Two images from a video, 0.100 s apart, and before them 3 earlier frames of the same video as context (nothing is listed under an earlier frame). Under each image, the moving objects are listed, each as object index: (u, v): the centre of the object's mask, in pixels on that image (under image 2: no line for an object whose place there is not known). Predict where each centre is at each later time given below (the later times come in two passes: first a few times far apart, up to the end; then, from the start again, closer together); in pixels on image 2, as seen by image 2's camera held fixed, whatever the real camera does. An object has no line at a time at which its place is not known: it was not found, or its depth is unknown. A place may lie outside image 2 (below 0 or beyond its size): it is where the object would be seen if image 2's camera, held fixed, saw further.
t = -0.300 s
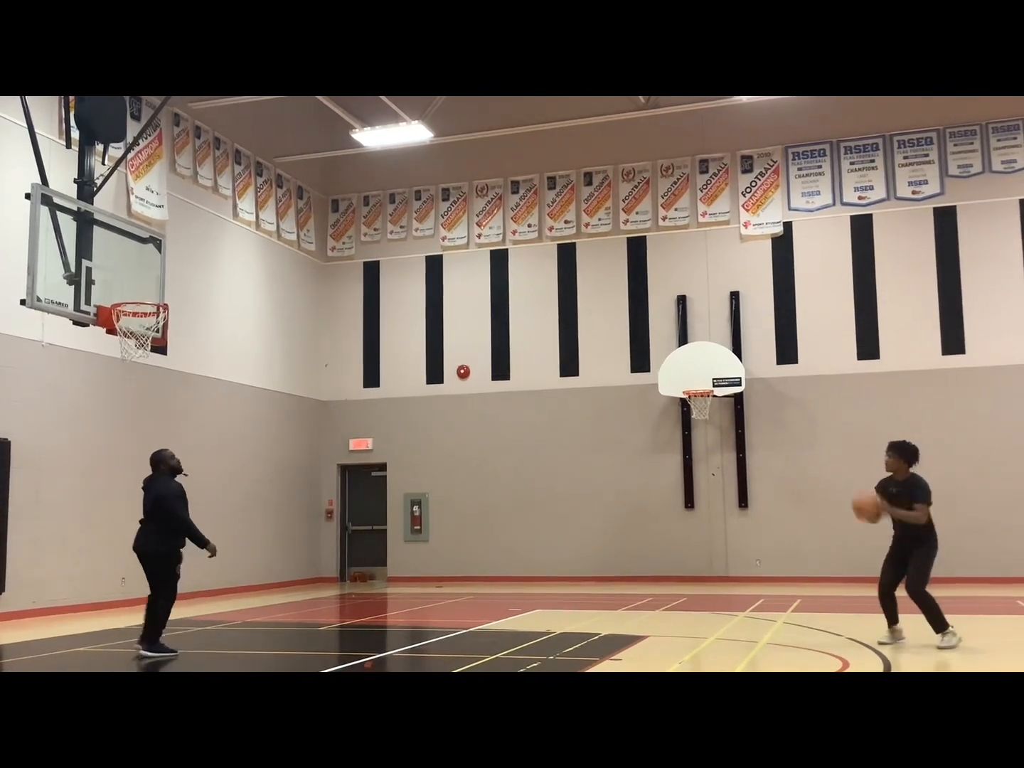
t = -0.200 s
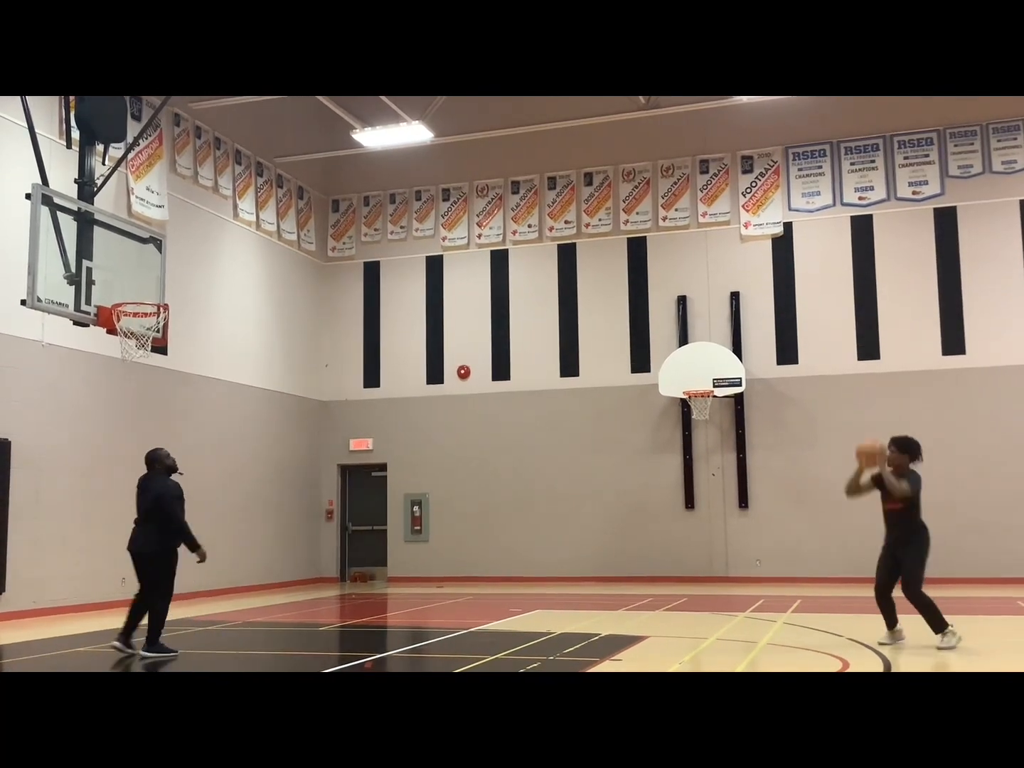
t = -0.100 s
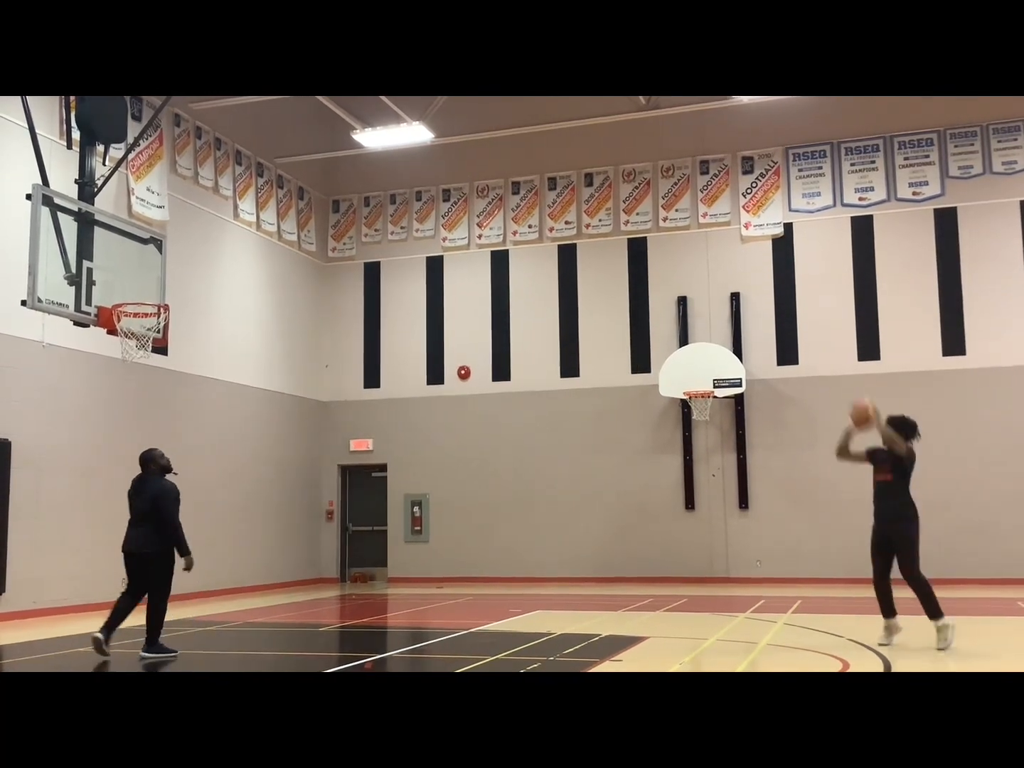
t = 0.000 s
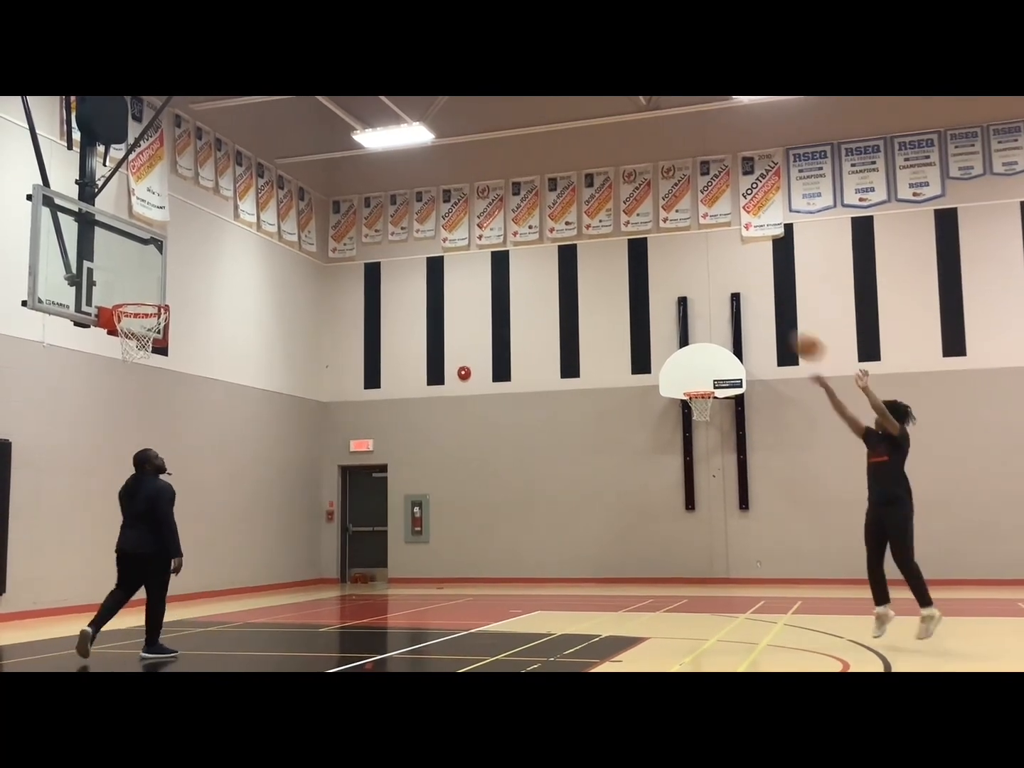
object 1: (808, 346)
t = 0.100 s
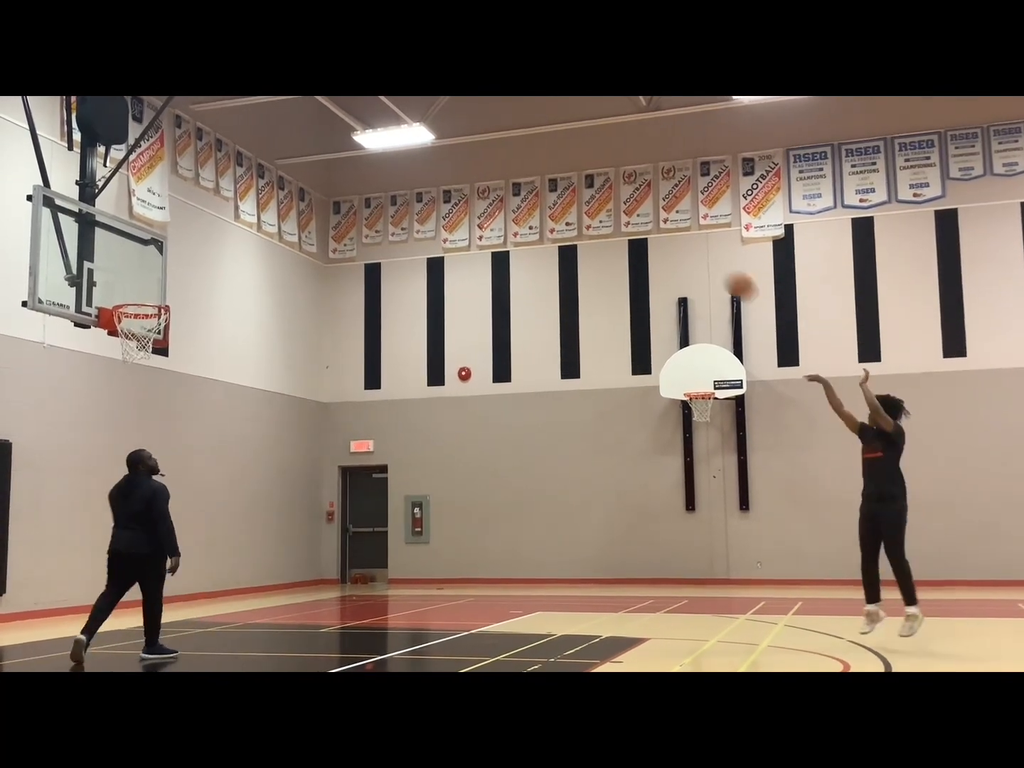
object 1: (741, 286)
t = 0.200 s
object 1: (676, 240)
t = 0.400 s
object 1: (556, 170)
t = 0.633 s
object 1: (420, 156)
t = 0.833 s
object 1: (305, 183)
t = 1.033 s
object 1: (194, 255)
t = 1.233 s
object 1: (118, 345)
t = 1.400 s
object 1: (120, 399)
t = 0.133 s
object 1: (719, 269)
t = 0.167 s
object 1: (698, 254)
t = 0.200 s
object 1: (676, 240)
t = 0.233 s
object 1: (656, 224)
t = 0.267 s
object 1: (635, 212)
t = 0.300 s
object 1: (614, 198)
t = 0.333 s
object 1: (595, 189)
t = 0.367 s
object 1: (575, 181)
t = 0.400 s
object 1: (556, 170)
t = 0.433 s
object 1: (536, 166)
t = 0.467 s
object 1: (516, 163)
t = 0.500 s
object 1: (496, 158)
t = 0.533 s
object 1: (477, 157)
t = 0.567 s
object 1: (456, 155)
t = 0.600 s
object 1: (437, 155)
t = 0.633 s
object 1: (420, 156)
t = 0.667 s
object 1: (404, 156)
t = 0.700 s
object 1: (384, 162)
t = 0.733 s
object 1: (361, 165)
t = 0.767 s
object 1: (342, 168)
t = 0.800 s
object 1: (323, 175)
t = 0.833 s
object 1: (305, 183)
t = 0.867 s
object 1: (287, 190)
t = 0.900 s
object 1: (268, 202)
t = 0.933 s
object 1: (247, 216)
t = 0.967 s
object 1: (231, 227)
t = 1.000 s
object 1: (213, 239)
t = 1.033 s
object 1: (194, 255)
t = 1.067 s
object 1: (174, 271)
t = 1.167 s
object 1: (122, 326)
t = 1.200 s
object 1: (118, 339)
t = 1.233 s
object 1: (118, 345)
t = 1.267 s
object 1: (119, 354)
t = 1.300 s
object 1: (120, 363)
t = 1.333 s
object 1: (120, 374)
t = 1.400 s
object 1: (120, 399)
